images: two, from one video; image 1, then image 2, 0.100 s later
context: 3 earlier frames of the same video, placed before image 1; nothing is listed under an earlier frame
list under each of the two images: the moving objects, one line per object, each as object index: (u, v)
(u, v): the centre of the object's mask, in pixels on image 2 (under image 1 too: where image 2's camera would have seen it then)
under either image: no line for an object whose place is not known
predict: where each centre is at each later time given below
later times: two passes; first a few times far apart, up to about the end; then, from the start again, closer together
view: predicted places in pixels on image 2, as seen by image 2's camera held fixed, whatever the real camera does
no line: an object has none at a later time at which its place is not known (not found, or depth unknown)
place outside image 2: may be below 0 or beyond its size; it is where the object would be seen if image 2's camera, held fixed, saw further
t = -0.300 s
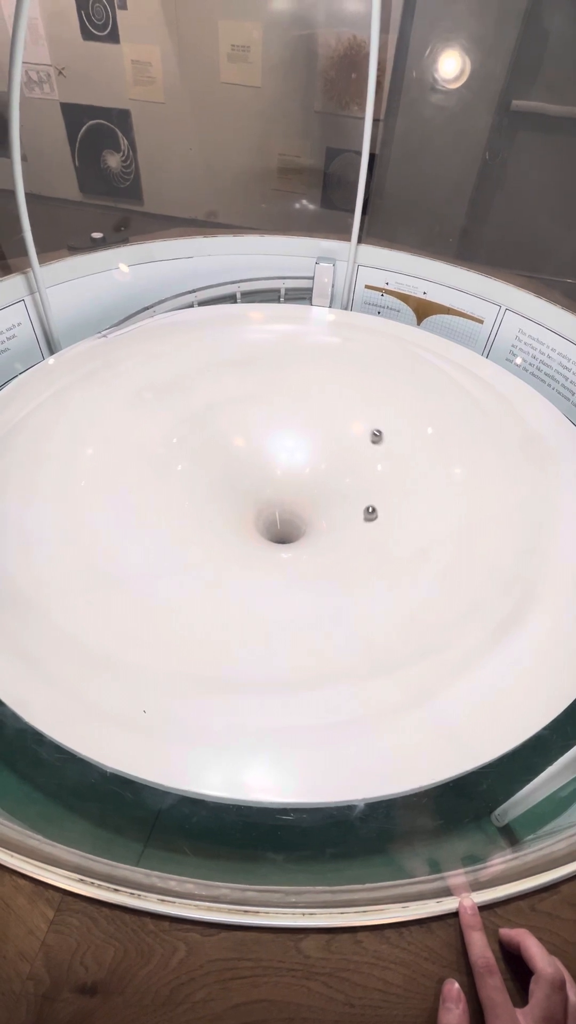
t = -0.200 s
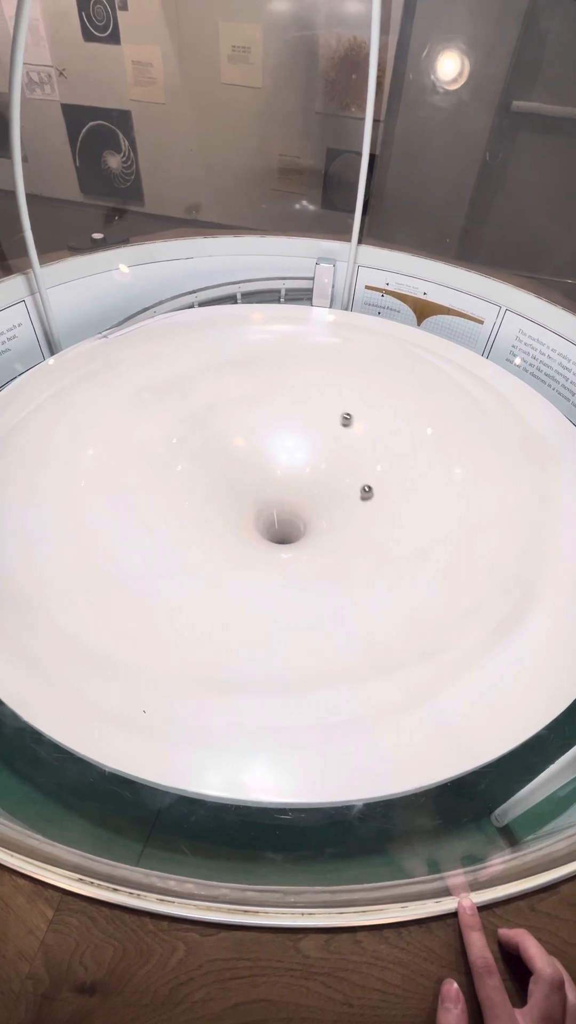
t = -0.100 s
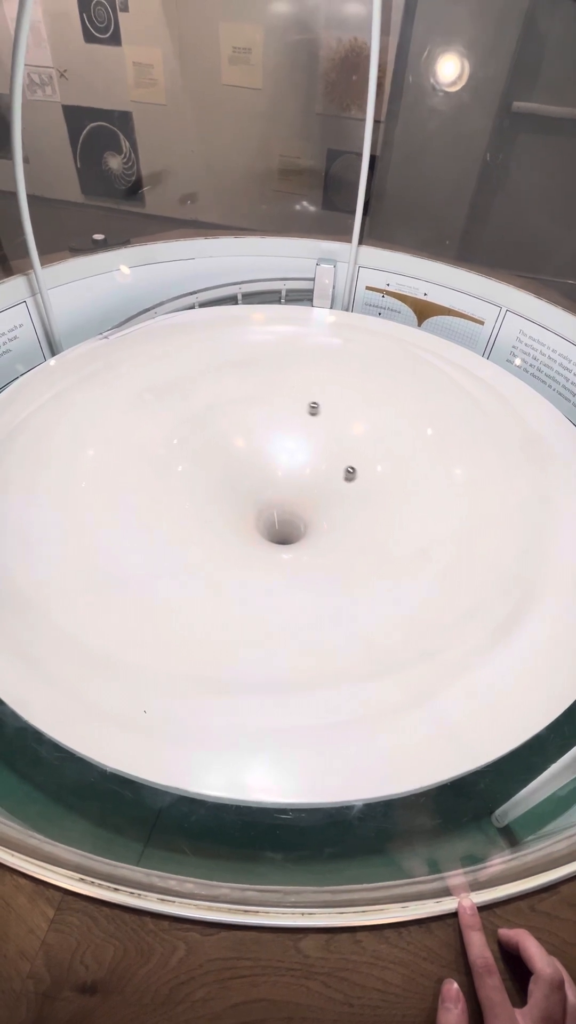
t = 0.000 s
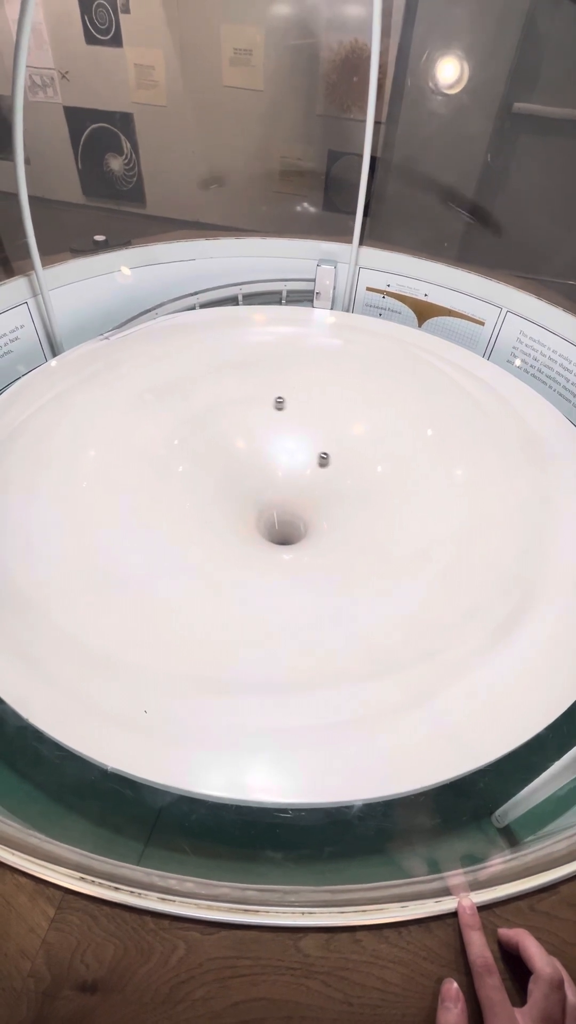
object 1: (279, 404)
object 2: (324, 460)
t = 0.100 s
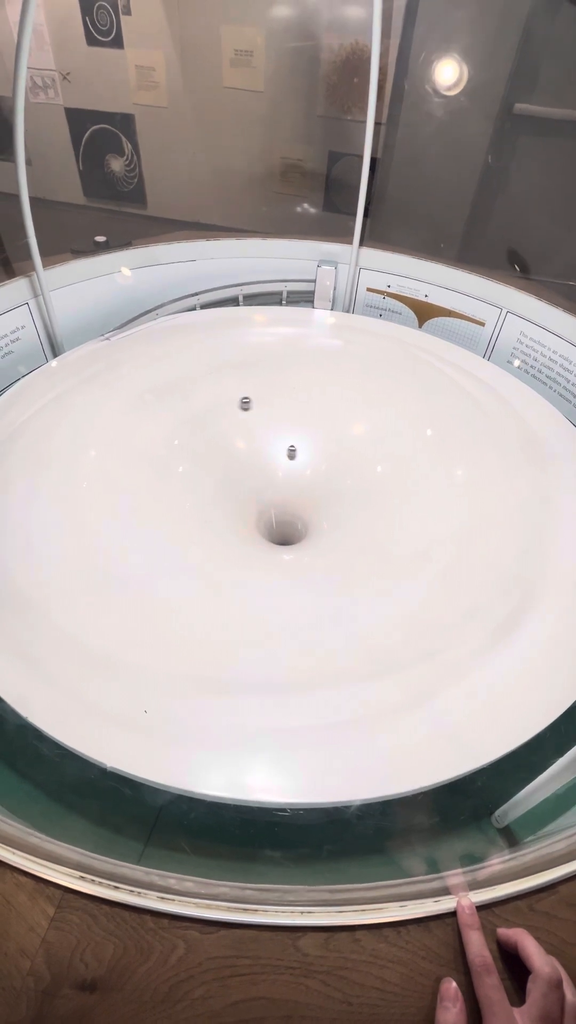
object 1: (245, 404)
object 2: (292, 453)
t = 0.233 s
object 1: (202, 412)
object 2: (248, 454)
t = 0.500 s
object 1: (141, 457)
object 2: (197, 496)
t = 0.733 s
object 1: (141, 521)
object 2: (227, 548)
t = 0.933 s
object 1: (198, 573)
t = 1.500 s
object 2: (306, 448)
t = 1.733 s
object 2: (242, 444)
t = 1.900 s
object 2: (211, 467)
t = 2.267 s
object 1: (249, 401)
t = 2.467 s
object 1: (192, 426)
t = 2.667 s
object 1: (158, 473)
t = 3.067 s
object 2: (294, 449)
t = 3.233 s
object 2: (244, 460)
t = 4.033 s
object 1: (351, 428)
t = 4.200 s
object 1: (294, 411)
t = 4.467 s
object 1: (204, 417)
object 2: (291, 454)
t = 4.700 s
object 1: (149, 454)
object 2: (225, 456)
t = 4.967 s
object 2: (200, 505)
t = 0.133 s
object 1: (234, 405)
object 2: (280, 451)
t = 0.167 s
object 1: (223, 407)
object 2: (269, 452)
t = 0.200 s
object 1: (212, 409)
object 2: (258, 453)
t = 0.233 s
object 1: (202, 412)
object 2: (248, 454)
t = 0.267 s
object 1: (192, 415)
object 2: (238, 457)
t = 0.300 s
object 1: (183, 419)
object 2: (229, 460)
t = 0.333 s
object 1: (174, 424)
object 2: (221, 465)
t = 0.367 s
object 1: (166, 430)
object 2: (214, 470)
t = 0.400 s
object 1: (158, 436)
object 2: (208, 476)
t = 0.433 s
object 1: (152, 442)
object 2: (203, 482)
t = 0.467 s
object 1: (146, 449)
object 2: (199, 489)
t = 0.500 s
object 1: (141, 457)
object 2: (197, 496)
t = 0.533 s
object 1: (137, 465)
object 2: (197, 504)
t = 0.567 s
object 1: (135, 474)
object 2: (198, 512)
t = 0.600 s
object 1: (133, 483)
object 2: (200, 520)
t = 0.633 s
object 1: (133, 492)
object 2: (205, 528)
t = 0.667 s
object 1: (134, 501)
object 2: (210, 535)
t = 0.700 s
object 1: (137, 511)
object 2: (218, 542)
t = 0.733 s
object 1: (141, 521)
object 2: (227, 548)
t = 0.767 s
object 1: (146, 531)
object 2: (237, 553)
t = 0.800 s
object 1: (154, 540)
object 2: (248, 558)
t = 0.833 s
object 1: (162, 549)
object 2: (260, 560)
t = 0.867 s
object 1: (173, 558)
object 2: (273, 562)
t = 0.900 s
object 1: (185, 566)
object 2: (286, 562)
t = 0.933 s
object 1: (198, 573)
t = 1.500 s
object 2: (306, 448)
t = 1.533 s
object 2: (297, 445)
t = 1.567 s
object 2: (287, 442)
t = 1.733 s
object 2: (242, 444)
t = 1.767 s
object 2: (235, 447)
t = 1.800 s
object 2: (228, 451)
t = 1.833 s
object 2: (221, 455)
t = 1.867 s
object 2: (215, 461)
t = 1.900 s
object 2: (211, 467)
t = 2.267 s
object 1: (249, 401)
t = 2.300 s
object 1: (239, 404)
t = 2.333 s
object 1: (229, 407)
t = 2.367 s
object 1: (219, 410)
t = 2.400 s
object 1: (210, 415)
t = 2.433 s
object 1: (201, 420)
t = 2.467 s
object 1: (192, 426)
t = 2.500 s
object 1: (185, 432)
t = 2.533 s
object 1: (177, 439)
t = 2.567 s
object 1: (171, 447)
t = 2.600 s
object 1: (166, 455)
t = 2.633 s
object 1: (161, 464)
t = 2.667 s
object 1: (158, 473)
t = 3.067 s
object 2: (294, 449)
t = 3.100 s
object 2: (283, 449)
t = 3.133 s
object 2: (273, 451)
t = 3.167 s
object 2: (263, 453)
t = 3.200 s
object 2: (253, 456)
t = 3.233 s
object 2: (244, 460)
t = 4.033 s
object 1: (351, 428)
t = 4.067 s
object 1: (340, 423)
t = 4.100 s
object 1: (329, 419)
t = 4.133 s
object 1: (317, 415)
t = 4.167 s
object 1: (306, 413)
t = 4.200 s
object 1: (294, 411)
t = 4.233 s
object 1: (282, 409)
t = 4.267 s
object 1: (271, 408)
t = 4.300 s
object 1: (259, 408)
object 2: (339, 480)
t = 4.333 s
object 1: (248, 409)
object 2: (331, 473)
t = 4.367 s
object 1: (236, 410)
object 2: (322, 467)
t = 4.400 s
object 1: (226, 412)
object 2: (312, 462)
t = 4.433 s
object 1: (215, 414)
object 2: (302, 457)
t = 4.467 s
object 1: (204, 417)
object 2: (291, 454)
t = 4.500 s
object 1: (195, 420)
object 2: (280, 451)
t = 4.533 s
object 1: (186, 424)
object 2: (270, 450)
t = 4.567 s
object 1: (177, 429)
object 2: (260, 449)
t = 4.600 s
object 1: (169, 434)
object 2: (251, 450)
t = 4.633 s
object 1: (161, 440)
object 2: (241, 451)
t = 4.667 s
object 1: (155, 447)
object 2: (233, 453)
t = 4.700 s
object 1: (149, 454)
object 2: (225, 456)
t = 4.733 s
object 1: (144, 462)
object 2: (218, 460)
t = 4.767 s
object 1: (141, 470)
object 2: (211, 464)
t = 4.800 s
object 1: (139, 478)
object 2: (206, 470)
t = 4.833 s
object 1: (137, 487)
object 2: (202, 475)
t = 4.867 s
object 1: (137, 496)
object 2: (199, 482)
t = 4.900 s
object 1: (139, 506)
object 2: (198, 489)
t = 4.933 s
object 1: (142, 515)
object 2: (198, 497)
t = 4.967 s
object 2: (200, 505)
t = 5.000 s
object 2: (203, 513)
